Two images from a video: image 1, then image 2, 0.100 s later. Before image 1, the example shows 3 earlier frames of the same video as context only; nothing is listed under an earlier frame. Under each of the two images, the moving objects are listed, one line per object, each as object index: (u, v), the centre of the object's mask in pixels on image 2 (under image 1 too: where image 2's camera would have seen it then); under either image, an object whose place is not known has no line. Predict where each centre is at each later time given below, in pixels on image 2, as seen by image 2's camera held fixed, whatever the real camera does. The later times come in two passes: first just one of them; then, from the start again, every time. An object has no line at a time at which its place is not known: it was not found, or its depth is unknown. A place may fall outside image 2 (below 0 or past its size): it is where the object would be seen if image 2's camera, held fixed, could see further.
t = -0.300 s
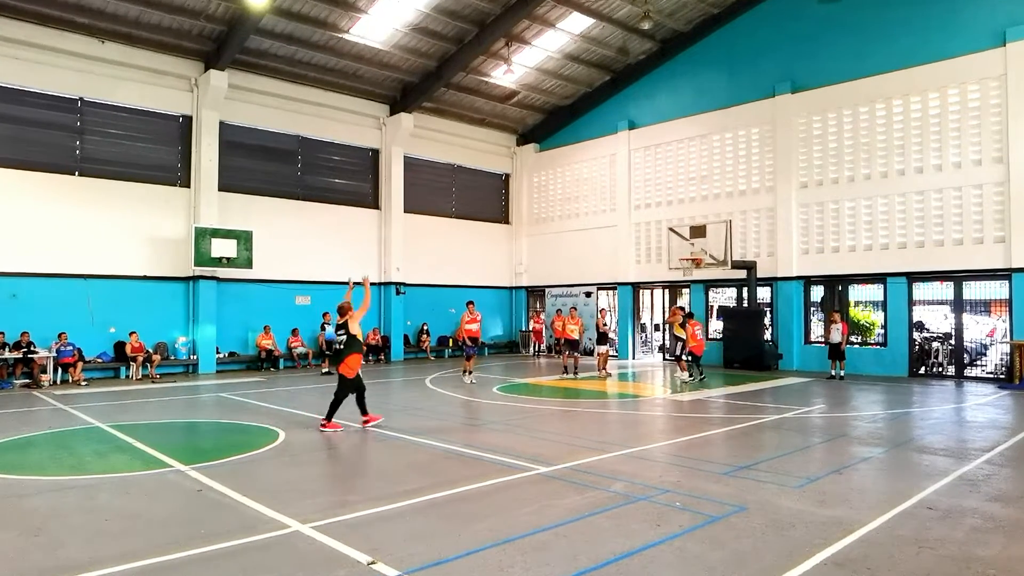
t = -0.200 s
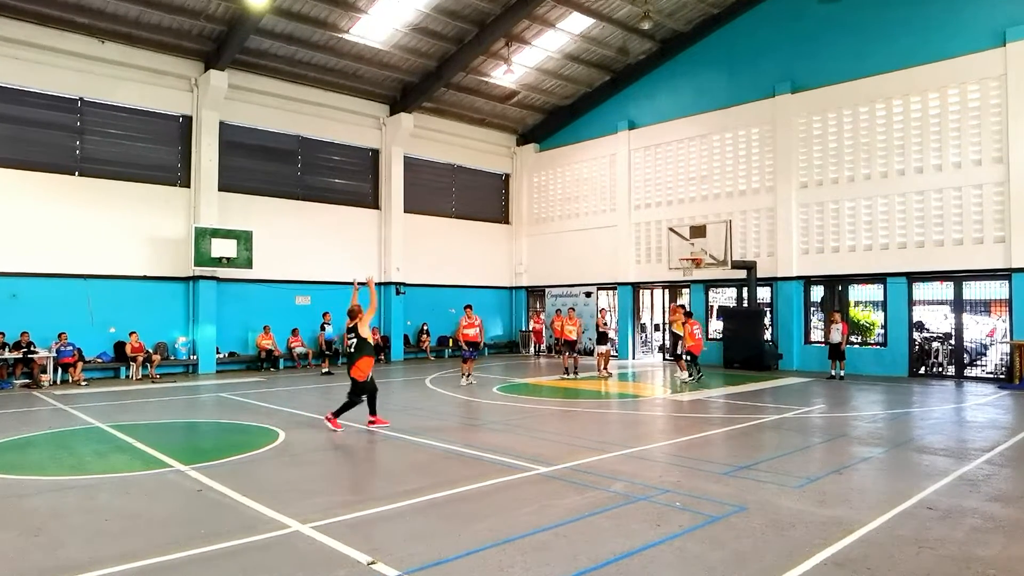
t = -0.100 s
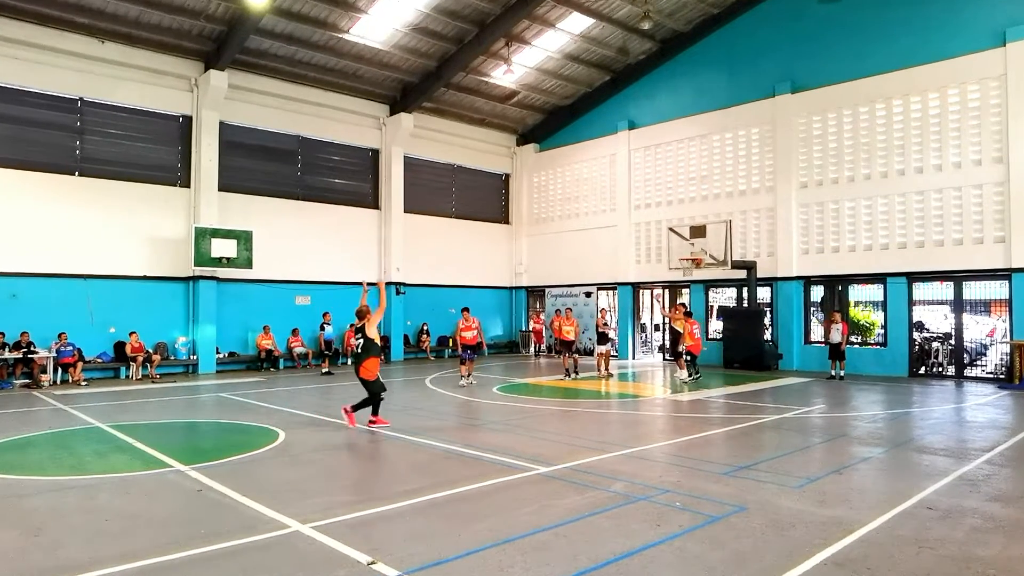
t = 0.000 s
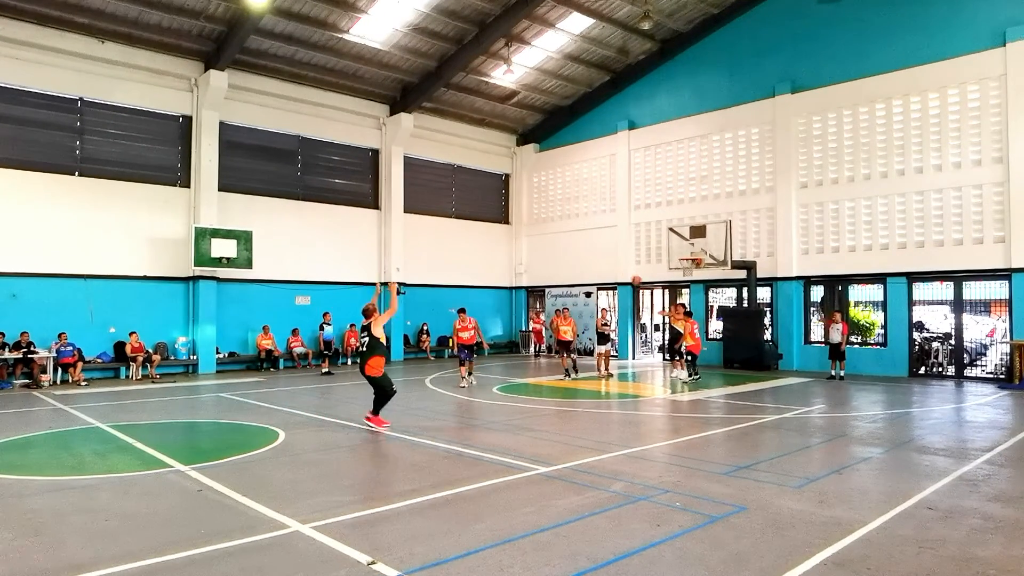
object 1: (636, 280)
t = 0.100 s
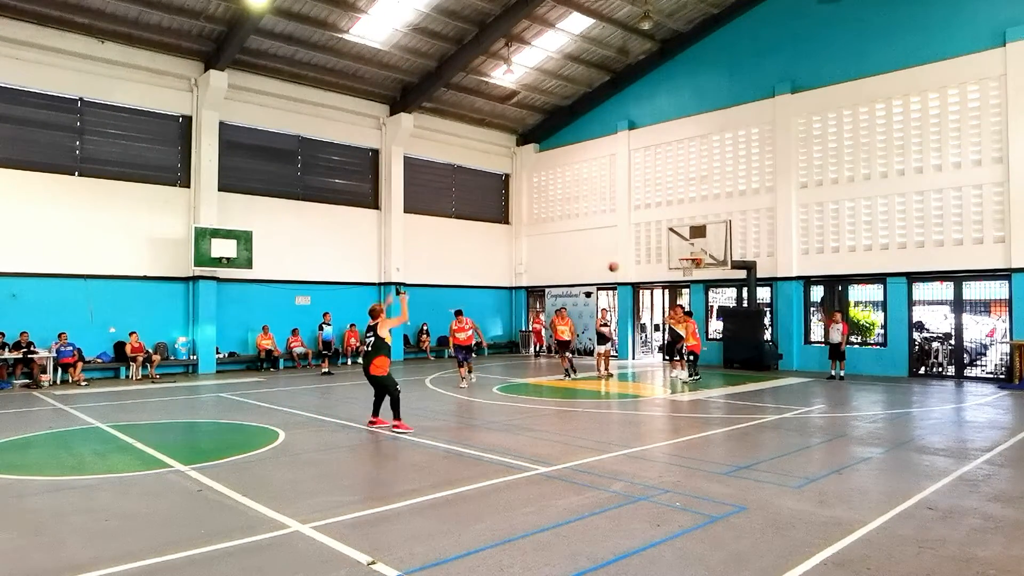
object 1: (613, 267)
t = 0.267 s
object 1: (569, 251)
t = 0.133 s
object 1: (604, 263)
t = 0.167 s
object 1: (596, 260)
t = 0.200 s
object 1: (587, 257)
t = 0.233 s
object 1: (578, 253)
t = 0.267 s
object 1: (569, 251)
